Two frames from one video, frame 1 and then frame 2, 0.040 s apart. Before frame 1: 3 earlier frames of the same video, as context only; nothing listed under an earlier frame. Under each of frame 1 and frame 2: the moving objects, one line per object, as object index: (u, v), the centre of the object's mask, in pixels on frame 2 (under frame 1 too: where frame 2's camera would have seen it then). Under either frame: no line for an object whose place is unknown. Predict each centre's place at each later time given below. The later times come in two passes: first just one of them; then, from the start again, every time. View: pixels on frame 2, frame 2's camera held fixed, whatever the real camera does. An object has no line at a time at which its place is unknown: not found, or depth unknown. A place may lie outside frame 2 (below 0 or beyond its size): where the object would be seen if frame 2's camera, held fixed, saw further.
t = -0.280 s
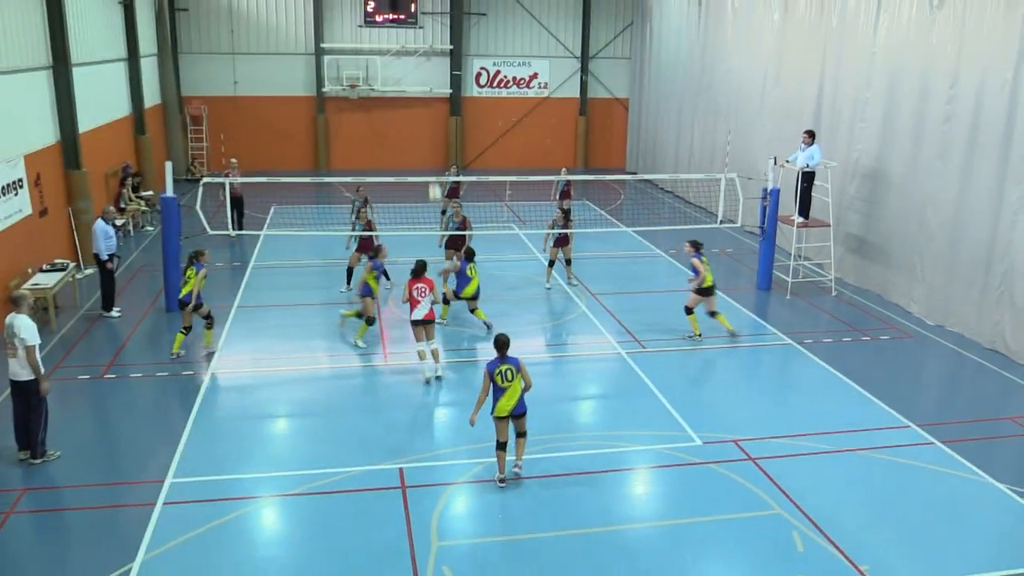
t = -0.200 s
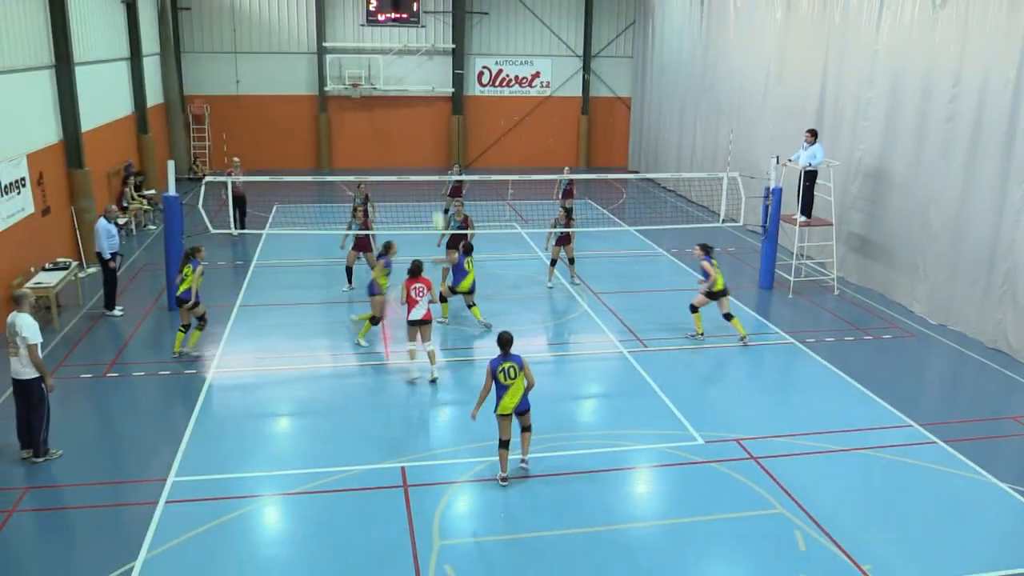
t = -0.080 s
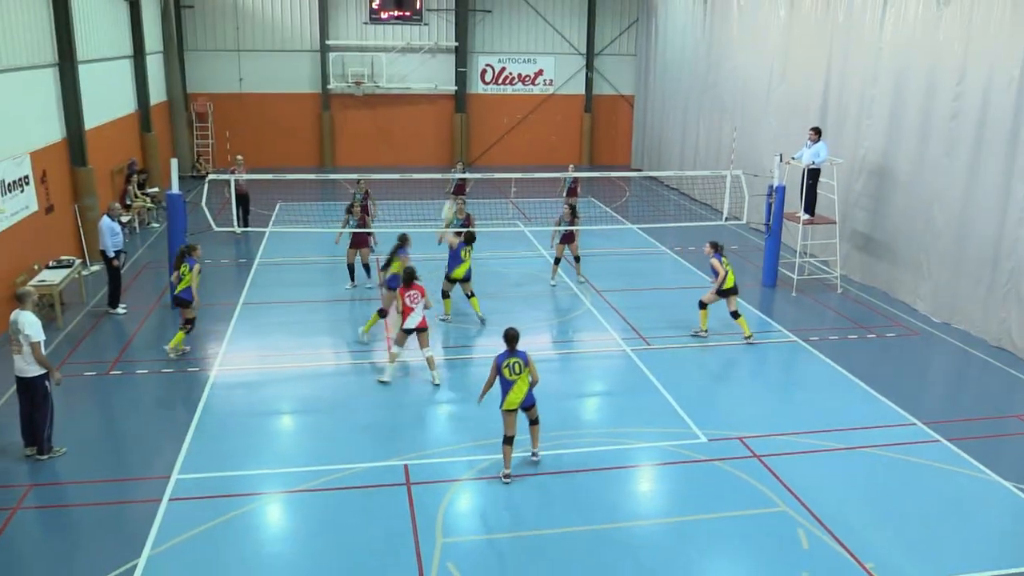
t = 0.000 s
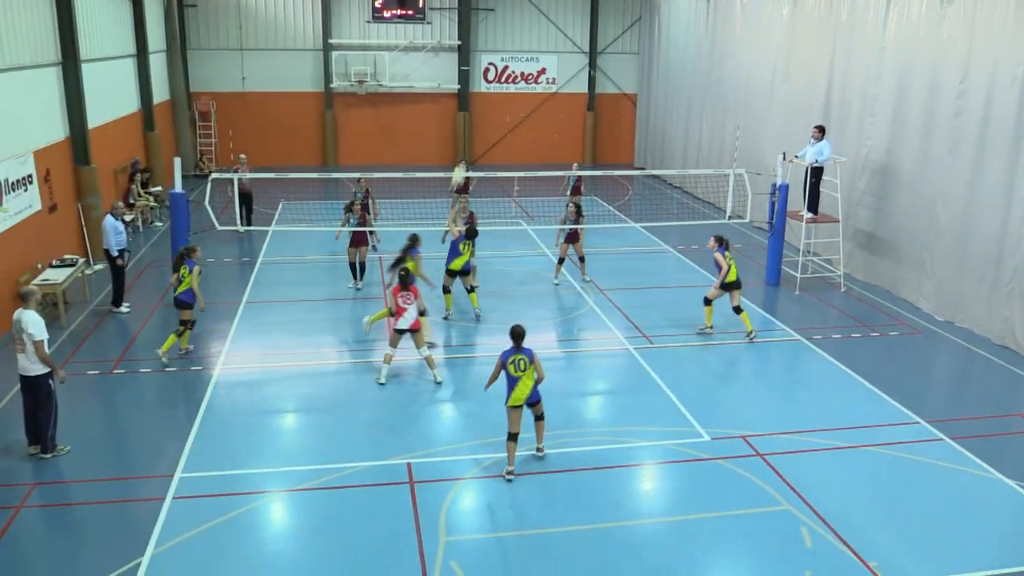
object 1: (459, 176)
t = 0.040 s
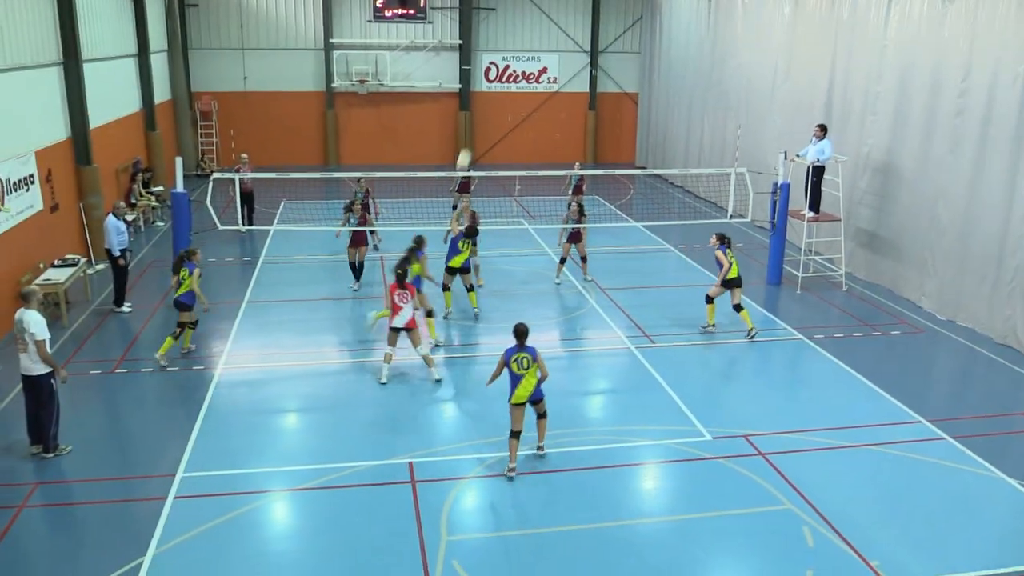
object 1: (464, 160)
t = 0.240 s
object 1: (483, 96)
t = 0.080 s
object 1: (468, 144)
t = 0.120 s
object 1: (472, 131)
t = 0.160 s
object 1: (476, 117)
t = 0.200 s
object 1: (479, 106)
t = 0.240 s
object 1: (483, 96)
